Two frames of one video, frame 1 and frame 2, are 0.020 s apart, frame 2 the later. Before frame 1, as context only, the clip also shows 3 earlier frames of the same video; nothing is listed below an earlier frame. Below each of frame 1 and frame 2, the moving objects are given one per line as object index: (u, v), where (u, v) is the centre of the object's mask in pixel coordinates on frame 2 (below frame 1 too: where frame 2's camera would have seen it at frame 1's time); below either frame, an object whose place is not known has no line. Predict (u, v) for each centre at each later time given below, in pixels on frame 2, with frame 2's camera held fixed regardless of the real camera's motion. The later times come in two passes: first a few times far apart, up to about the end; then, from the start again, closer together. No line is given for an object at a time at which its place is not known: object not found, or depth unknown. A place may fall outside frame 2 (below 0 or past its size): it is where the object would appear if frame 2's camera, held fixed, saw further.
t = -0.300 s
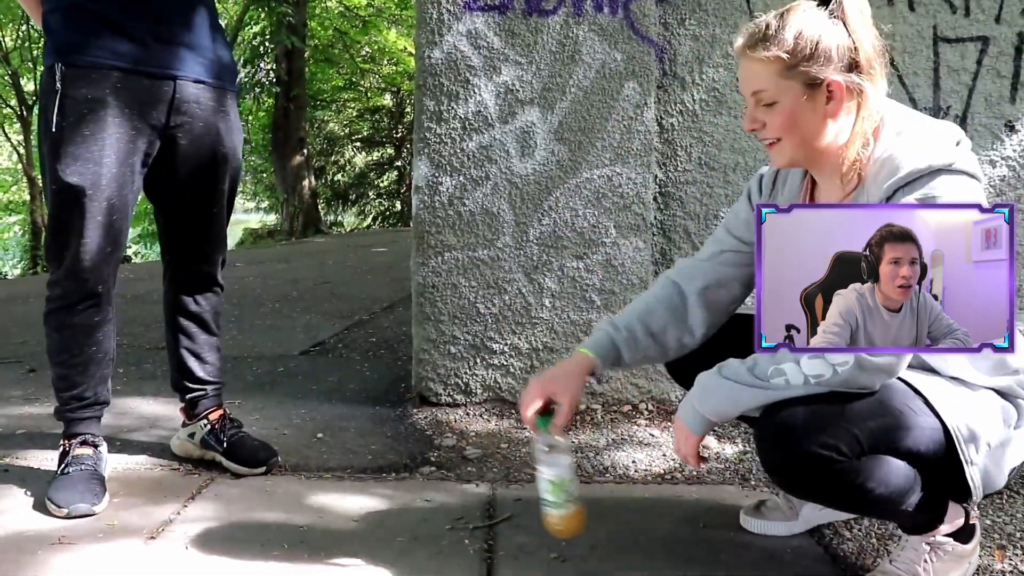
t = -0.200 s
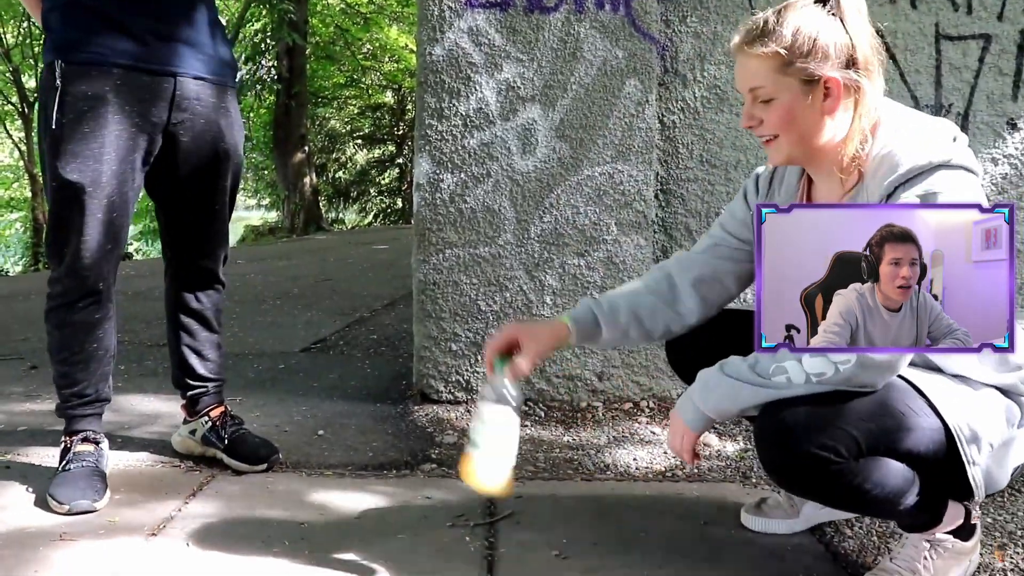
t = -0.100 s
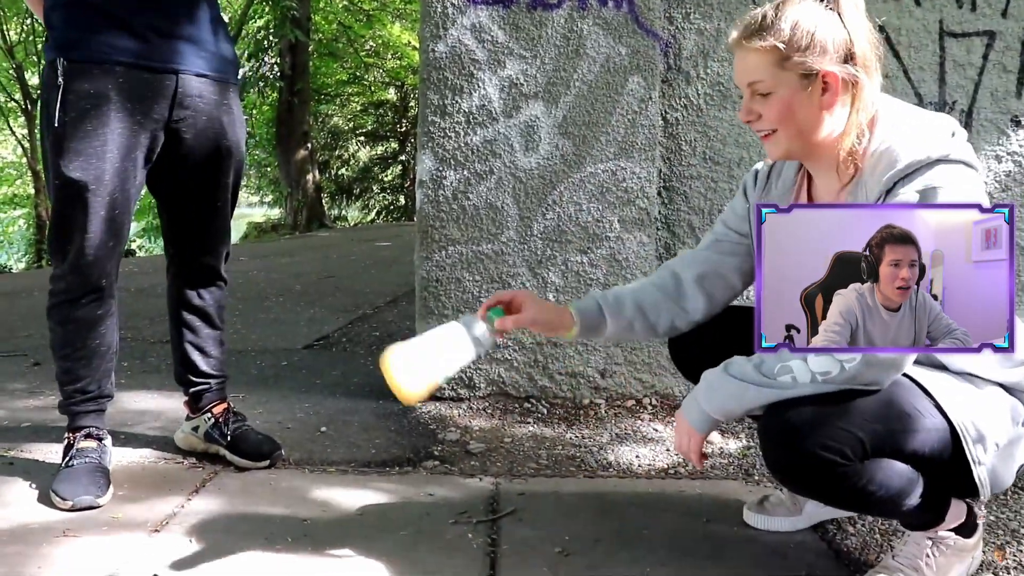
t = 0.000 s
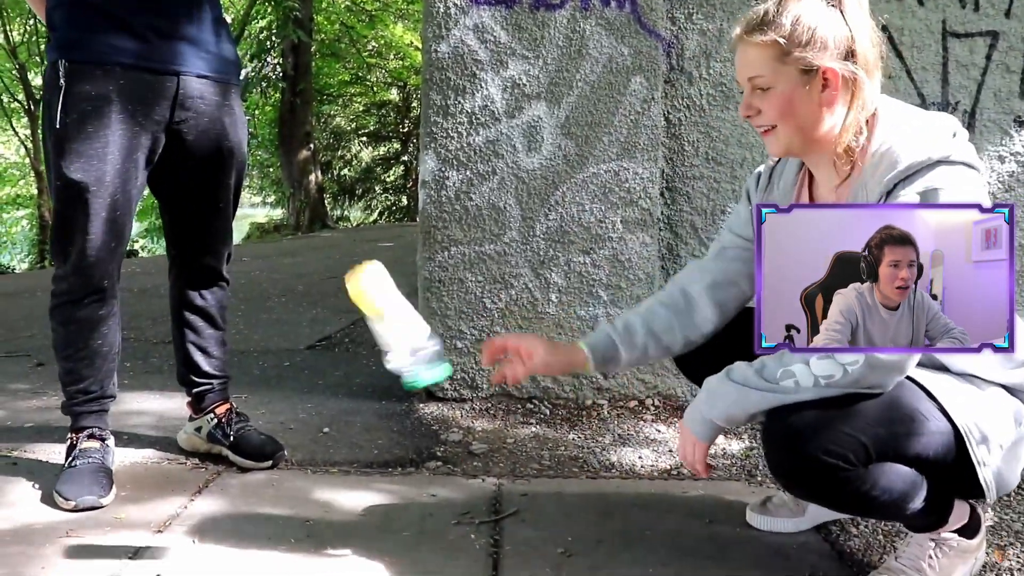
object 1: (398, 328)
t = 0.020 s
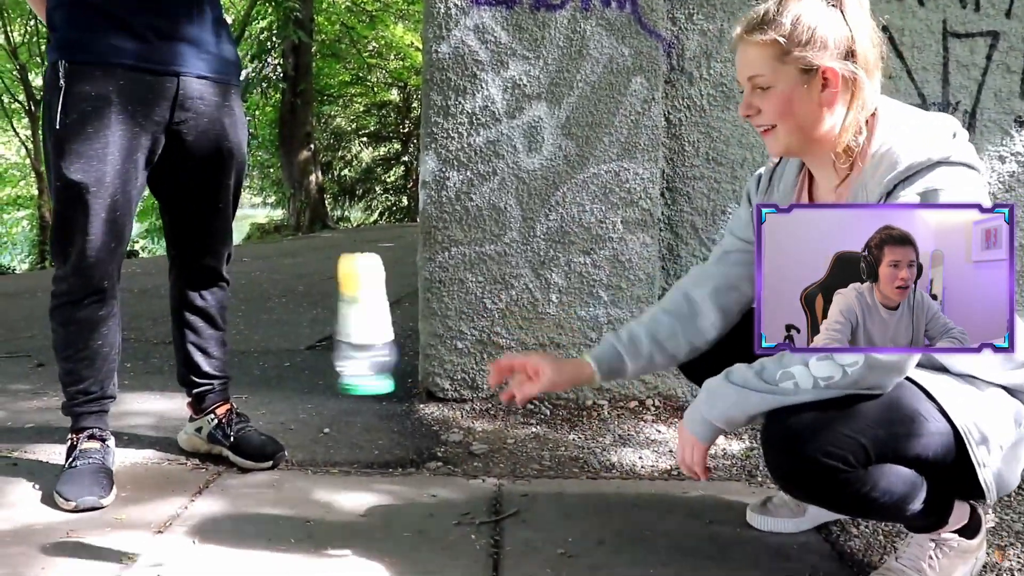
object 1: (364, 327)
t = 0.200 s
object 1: (273, 335)
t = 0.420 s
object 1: (228, 512)
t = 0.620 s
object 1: (192, 511)
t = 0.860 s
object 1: (202, 509)
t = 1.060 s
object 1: (192, 511)
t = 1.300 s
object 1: (197, 507)
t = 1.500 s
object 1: (197, 503)
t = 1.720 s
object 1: (197, 500)
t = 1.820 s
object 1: (196, 503)
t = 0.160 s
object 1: (284, 317)
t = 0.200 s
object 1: (273, 335)
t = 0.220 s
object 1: (268, 349)
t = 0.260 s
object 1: (259, 387)
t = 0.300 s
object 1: (251, 438)
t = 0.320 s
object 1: (246, 467)
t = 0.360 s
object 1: (241, 511)
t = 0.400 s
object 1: (232, 512)
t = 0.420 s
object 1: (228, 512)
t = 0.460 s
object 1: (221, 512)
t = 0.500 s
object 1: (216, 511)
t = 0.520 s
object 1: (213, 510)
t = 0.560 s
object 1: (205, 510)
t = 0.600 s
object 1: (196, 510)
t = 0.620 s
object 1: (192, 511)
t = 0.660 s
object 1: (188, 512)
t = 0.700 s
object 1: (186, 512)
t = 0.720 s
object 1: (186, 512)
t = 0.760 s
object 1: (188, 511)
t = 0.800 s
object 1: (193, 510)
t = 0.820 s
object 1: (196, 509)
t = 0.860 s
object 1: (202, 509)
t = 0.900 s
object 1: (204, 509)
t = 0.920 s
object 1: (203, 509)
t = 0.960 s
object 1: (200, 510)
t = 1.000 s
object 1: (194, 511)
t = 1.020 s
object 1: (192, 511)
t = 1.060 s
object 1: (192, 511)
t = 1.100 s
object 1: (196, 510)
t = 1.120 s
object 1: (198, 509)
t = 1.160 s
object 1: (198, 509)
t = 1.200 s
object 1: (195, 509)
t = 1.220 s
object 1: (194, 508)
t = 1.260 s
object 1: (196, 508)
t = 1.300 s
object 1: (197, 507)
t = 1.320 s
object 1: (196, 507)
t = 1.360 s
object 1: (196, 506)
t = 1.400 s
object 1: (197, 505)
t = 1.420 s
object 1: (196, 505)
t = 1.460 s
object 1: (197, 504)
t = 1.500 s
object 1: (197, 503)
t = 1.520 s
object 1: (197, 502)
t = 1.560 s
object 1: (197, 501)
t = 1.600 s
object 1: (197, 501)
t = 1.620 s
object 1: (197, 500)
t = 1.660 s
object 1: (197, 500)
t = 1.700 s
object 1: (197, 500)
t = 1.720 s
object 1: (197, 500)
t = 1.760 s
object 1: (196, 501)
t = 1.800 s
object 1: (196, 501)
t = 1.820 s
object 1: (196, 503)
